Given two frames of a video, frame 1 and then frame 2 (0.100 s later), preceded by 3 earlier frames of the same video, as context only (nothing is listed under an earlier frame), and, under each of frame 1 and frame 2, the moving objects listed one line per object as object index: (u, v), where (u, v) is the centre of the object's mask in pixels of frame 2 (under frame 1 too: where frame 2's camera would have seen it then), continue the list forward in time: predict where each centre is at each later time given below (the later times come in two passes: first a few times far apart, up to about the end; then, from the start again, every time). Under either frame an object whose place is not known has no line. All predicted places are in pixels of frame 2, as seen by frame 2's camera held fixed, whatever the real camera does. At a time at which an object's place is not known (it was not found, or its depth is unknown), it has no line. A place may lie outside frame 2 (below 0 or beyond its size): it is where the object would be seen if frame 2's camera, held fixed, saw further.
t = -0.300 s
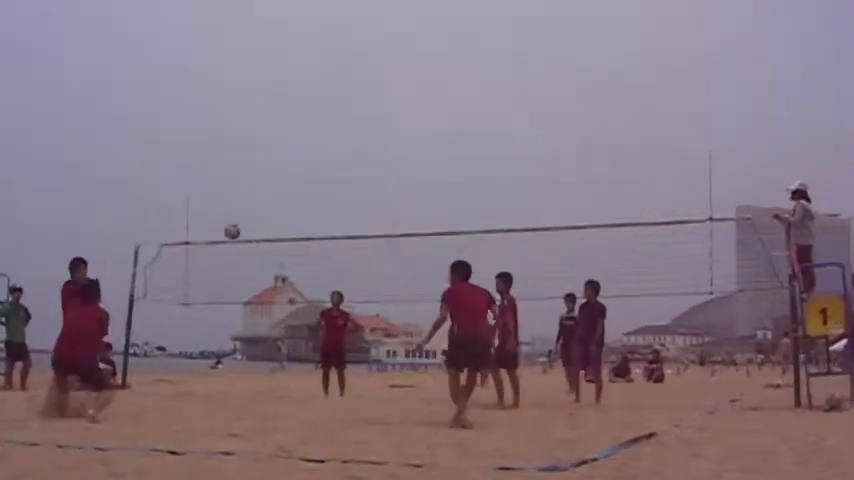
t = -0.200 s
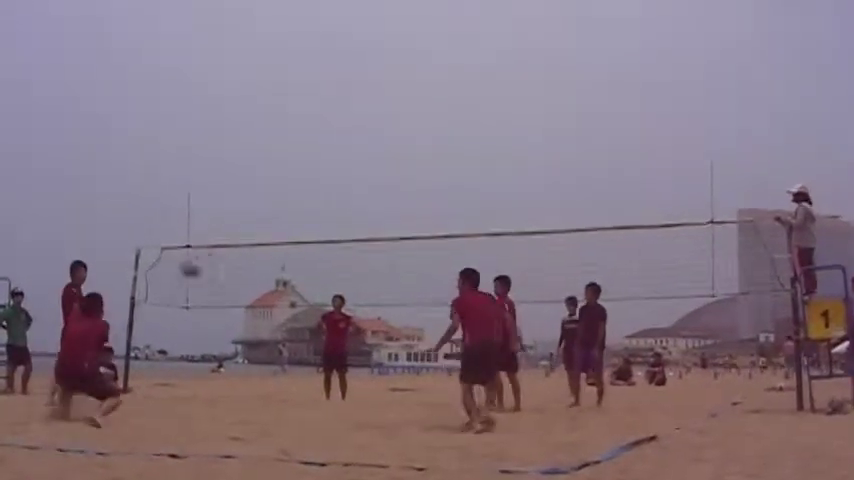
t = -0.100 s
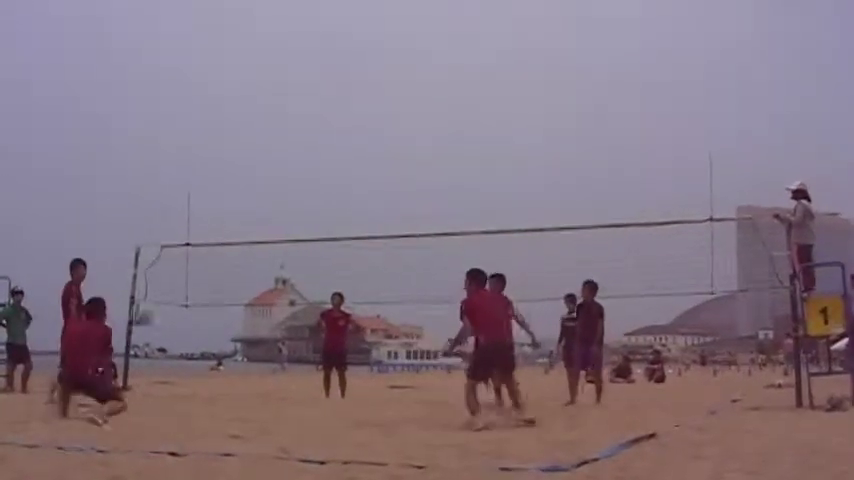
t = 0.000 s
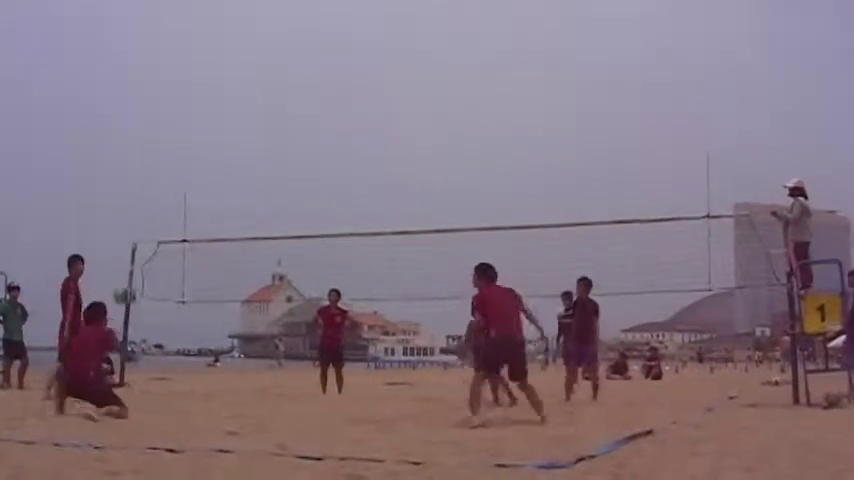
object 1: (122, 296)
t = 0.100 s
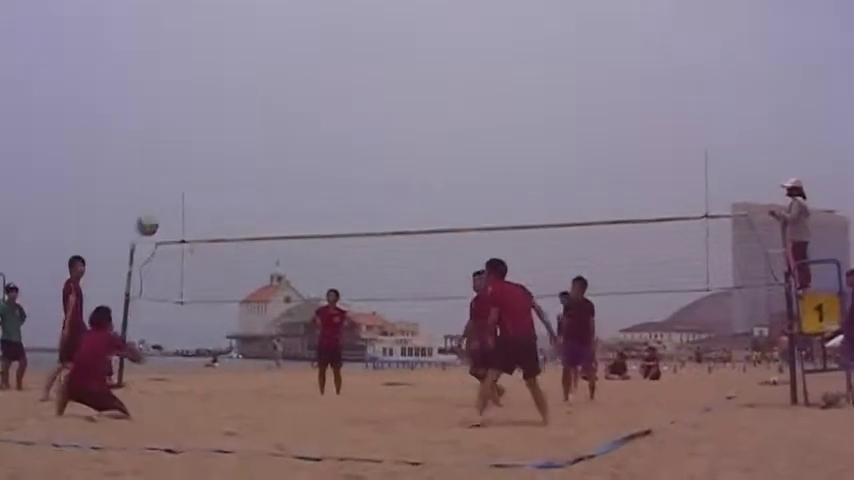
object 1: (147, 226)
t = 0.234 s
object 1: (178, 152)
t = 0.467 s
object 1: (228, 74)
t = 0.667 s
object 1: (267, 51)
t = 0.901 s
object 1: (310, 71)
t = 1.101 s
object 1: (347, 126)
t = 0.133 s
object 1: (154, 205)
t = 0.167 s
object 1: (161, 186)
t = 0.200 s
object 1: (169, 169)
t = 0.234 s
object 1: (178, 152)
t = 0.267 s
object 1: (185, 137)
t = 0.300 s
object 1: (192, 123)
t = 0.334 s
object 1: (199, 112)
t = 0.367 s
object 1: (207, 100)
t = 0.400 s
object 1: (214, 90)
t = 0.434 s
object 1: (220, 82)
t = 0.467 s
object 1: (228, 74)
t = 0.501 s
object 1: (234, 68)
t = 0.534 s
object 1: (241, 62)
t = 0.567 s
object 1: (247, 57)
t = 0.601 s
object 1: (254, 55)
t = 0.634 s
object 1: (261, 53)
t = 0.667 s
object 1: (267, 51)
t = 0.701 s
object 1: (273, 51)
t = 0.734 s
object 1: (279, 52)
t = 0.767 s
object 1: (286, 54)
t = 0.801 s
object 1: (292, 57)
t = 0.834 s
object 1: (298, 61)
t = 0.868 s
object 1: (303, 66)
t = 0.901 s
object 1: (310, 71)
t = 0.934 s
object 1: (316, 79)
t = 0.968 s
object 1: (323, 86)
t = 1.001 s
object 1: (328, 95)
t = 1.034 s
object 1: (334, 105)
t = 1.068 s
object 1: (340, 115)
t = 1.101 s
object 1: (347, 126)
